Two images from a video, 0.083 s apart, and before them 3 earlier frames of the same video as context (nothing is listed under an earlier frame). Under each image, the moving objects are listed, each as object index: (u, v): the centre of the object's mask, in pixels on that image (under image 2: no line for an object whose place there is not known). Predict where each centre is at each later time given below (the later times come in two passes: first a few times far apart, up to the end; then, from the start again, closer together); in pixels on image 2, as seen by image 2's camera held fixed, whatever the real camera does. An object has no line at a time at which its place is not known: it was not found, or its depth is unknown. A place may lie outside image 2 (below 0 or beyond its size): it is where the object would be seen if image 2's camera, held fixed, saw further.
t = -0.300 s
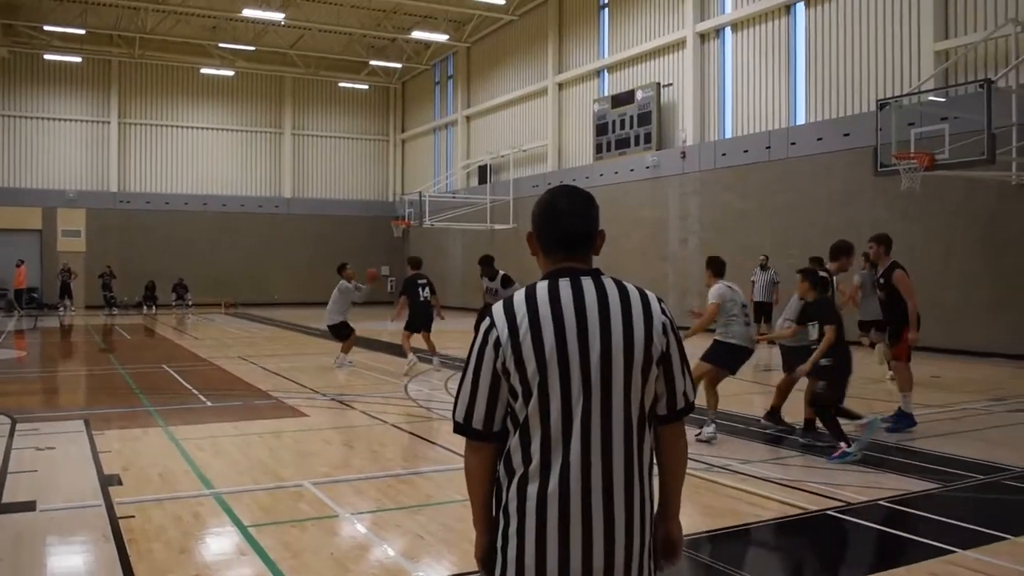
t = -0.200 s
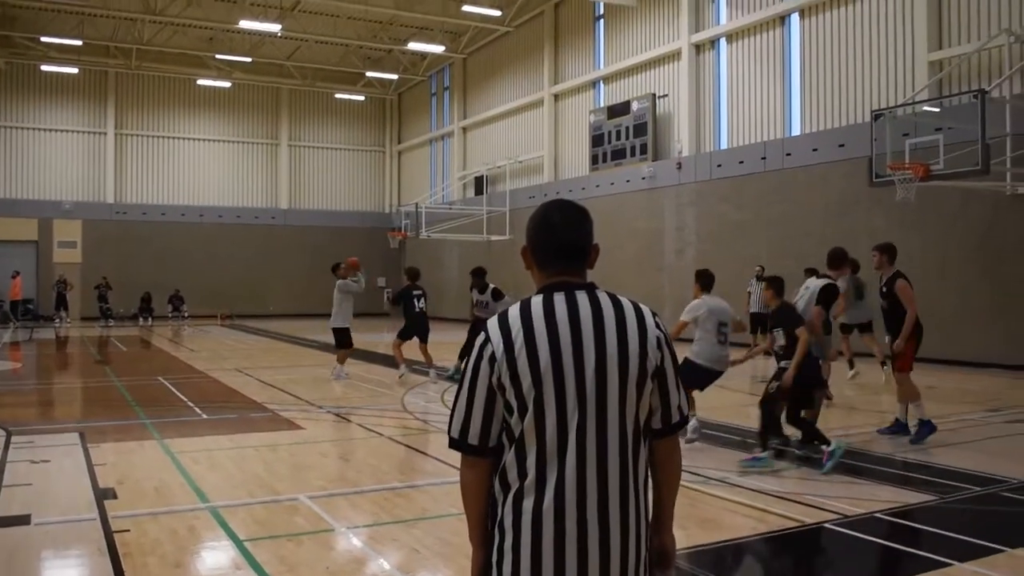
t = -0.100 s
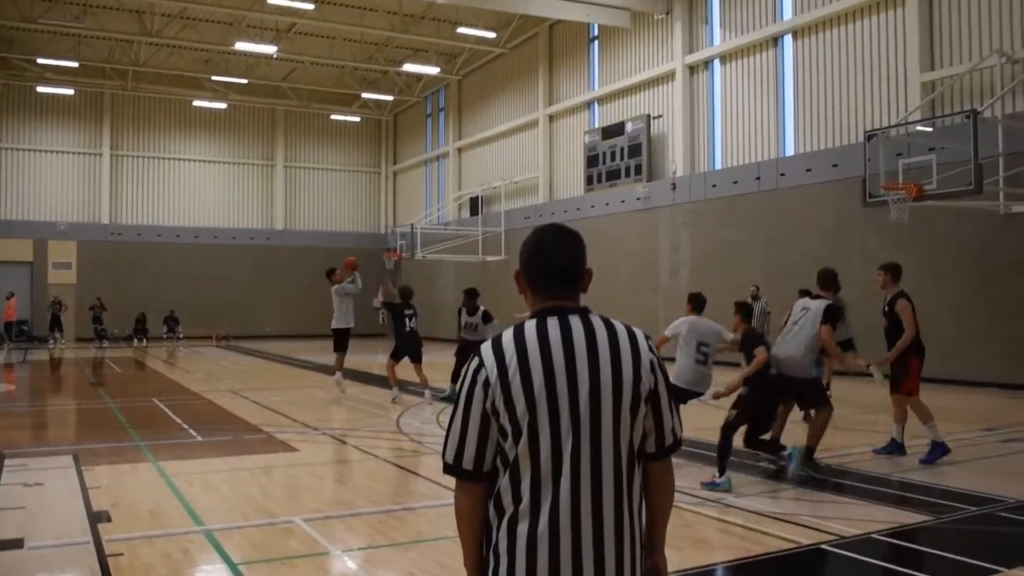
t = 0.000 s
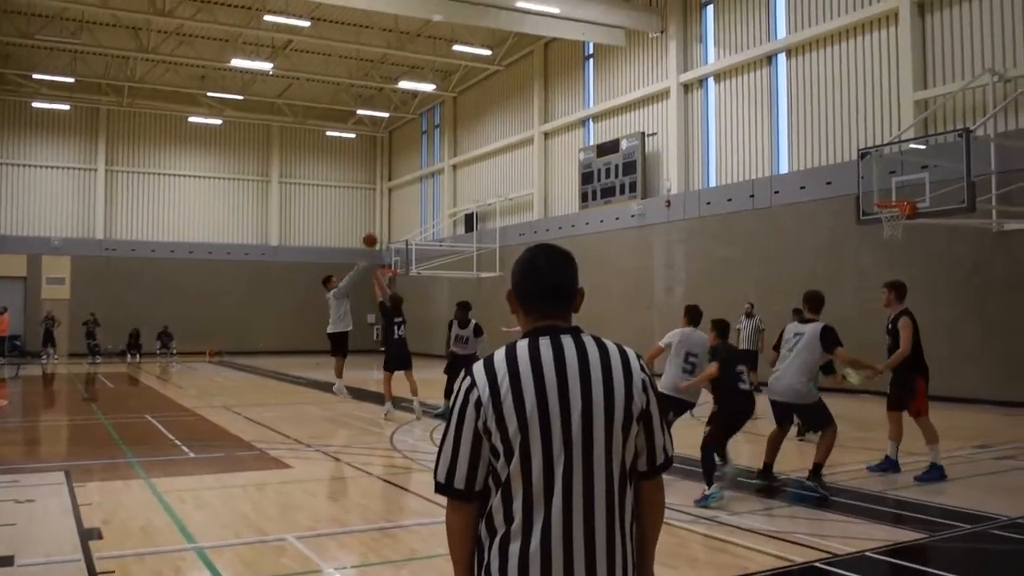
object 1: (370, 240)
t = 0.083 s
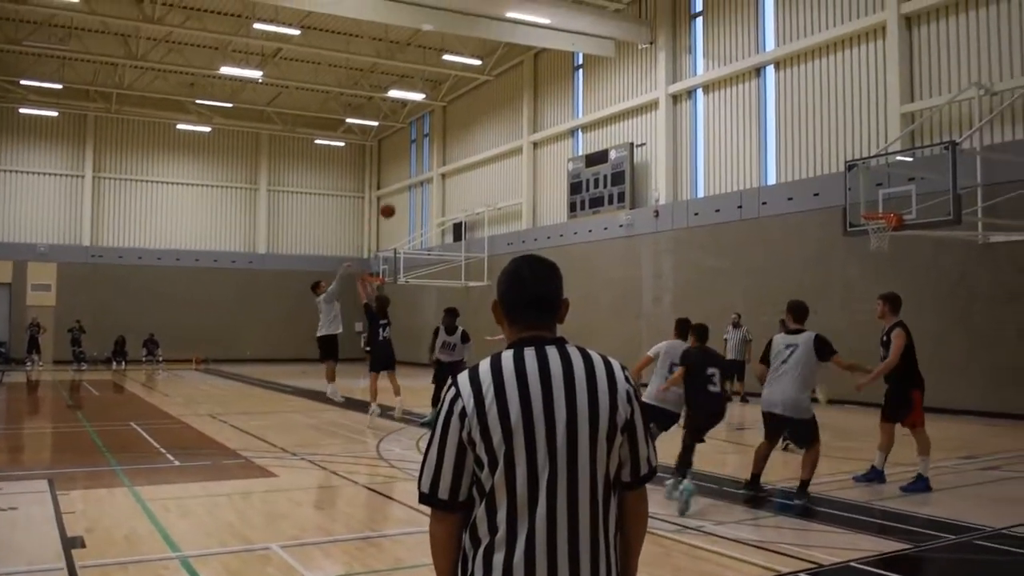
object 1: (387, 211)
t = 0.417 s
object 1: (503, 103)
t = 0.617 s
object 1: (573, 68)
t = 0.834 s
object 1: (649, 60)
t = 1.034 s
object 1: (721, 79)
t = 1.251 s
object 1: (801, 131)
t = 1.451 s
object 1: (876, 207)
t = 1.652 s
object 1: (833, 179)
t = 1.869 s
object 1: (783, 165)
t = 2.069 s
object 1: (743, 178)
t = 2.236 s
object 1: (712, 206)
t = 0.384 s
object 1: (491, 110)
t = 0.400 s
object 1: (497, 106)
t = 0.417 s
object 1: (503, 103)
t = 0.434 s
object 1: (509, 99)
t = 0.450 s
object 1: (515, 95)
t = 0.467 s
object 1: (520, 92)
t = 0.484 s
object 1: (526, 89)
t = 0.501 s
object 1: (532, 86)
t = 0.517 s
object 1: (538, 82)
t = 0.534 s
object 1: (544, 79)
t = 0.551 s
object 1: (550, 77)
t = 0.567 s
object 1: (555, 75)
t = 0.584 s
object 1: (561, 73)
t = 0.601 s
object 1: (567, 71)
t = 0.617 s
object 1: (573, 68)
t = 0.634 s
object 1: (577, 67)
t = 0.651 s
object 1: (584, 66)
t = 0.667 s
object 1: (590, 64)
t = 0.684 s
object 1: (596, 63)
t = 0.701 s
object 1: (602, 62)
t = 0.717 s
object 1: (607, 61)
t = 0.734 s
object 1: (612, 61)
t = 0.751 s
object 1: (619, 60)
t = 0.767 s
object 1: (624, 60)
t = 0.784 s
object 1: (630, 60)
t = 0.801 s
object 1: (636, 60)
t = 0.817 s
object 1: (643, 60)
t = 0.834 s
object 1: (649, 60)
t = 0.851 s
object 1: (655, 60)
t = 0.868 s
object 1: (659, 61)
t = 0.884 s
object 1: (664, 63)
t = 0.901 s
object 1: (670, 64)
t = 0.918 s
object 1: (677, 65)
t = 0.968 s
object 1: (695, 70)
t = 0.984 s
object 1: (701, 72)
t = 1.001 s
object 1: (708, 74)
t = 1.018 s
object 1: (714, 77)
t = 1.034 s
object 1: (721, 79)
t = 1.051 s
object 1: (727, 82)
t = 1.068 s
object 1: (733, 85)
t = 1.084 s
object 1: (740, 88)
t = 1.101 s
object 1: (745, 92)
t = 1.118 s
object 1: (752, 95)
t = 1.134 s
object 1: (758, 99)
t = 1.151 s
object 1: (763, 103)
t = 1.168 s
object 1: (770, 107)
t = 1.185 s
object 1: (777, 112)
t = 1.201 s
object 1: (782, 116)
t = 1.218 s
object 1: (789, 121)
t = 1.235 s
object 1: (795, 126)
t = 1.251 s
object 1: (801, 131)
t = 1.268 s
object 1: (808, 136)
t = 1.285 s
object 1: (814, 142)
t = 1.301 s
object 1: (820, 147)
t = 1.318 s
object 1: (826, 153)
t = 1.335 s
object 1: (832, 159)
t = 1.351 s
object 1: (838, 165)
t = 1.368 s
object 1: (845, 172)
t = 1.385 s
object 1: (852, 180)
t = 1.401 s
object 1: (858, 186)
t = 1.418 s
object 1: (865, 193)
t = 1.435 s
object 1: (872, 201)
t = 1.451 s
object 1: (876, 207)
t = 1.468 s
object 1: (875, 210)
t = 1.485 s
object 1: (874, 212)
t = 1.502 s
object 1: (869, 210)
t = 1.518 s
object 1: (865, 206)
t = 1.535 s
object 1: (862, 201)
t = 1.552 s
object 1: (856, 198)
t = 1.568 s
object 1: (852, 194)
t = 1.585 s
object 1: (848, 191)
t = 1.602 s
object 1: (844, 188)
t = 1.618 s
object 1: (839, 184)
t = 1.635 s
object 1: (836, 182)
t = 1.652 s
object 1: (833, 179)
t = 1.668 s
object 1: (829, 177)
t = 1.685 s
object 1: (825, 175)
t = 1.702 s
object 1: (821, 173)
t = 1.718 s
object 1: (816, 171)
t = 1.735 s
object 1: (813, 170)
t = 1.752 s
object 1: (809, 169)
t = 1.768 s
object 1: (806, 167)
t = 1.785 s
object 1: (802, 166)
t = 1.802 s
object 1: (798, 166)
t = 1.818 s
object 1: (794, 165)
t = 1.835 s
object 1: (790, 165)
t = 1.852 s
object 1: (787, 165)
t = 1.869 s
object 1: (783, 165)
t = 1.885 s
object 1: (780, 165)
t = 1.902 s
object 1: (776, 165)
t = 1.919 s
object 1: (773, 166)
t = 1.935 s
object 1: (769, 166)
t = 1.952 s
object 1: (766, 167)
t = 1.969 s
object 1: (762, 168)
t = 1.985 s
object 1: (759, 169)
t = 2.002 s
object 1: (756, 171)
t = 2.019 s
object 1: (752, 172)
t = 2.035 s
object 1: (749, 174)
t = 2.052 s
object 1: (746, 176)
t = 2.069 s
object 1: (743, 178)
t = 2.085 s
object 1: (739, 180)
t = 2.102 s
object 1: (736, 182)
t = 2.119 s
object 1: (733, 184)
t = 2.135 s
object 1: (730, 187)
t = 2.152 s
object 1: (727, 190)
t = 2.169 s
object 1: (724, 193)
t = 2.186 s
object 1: (721, 196)
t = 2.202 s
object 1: (718, 199)
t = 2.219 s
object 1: (715, 203)
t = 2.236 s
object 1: (712, 206)
